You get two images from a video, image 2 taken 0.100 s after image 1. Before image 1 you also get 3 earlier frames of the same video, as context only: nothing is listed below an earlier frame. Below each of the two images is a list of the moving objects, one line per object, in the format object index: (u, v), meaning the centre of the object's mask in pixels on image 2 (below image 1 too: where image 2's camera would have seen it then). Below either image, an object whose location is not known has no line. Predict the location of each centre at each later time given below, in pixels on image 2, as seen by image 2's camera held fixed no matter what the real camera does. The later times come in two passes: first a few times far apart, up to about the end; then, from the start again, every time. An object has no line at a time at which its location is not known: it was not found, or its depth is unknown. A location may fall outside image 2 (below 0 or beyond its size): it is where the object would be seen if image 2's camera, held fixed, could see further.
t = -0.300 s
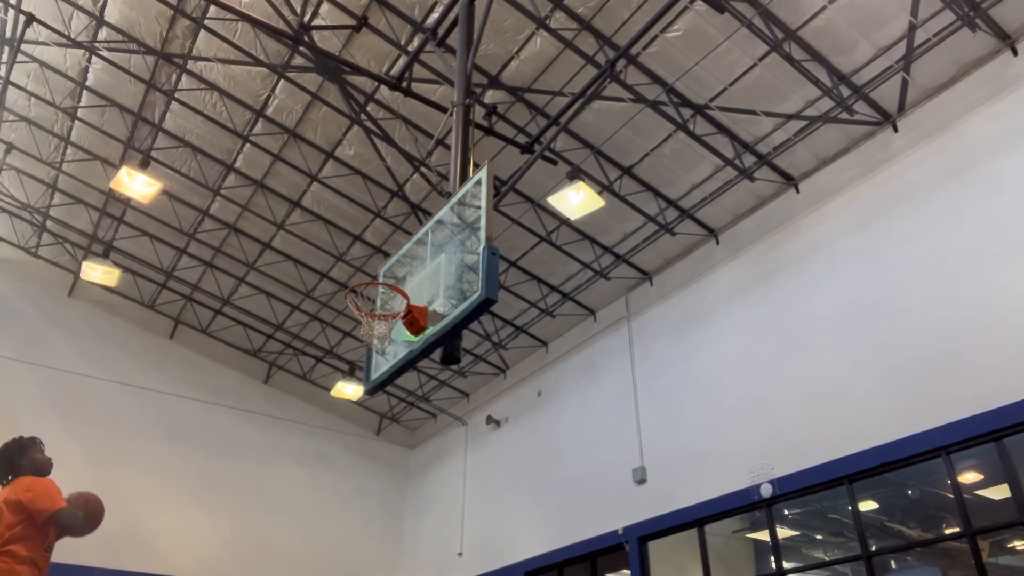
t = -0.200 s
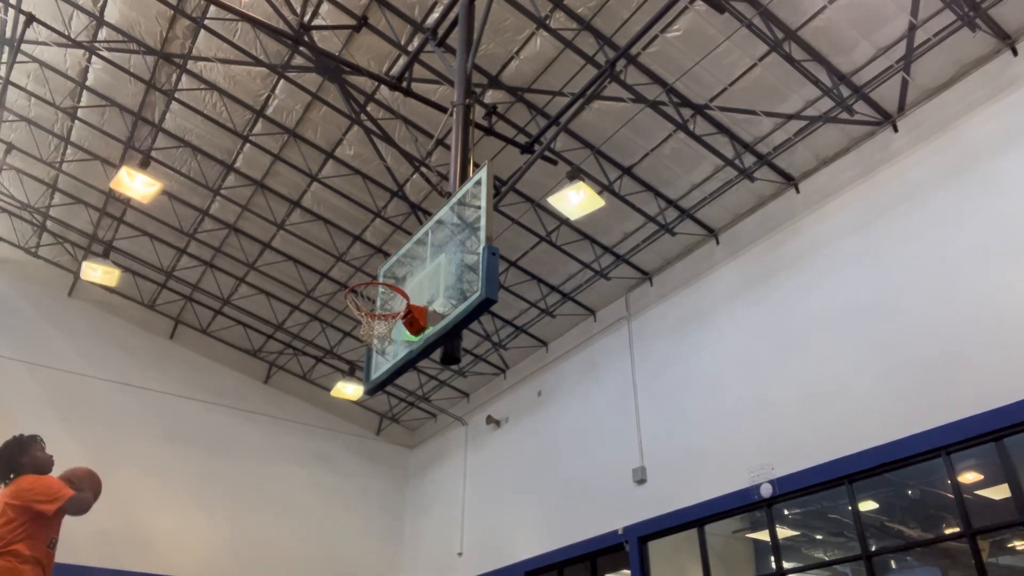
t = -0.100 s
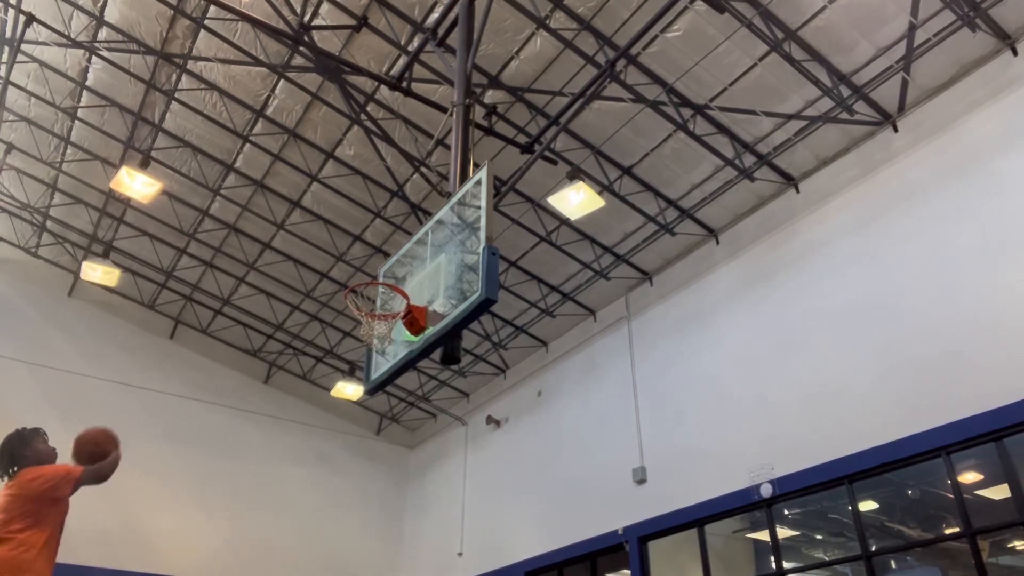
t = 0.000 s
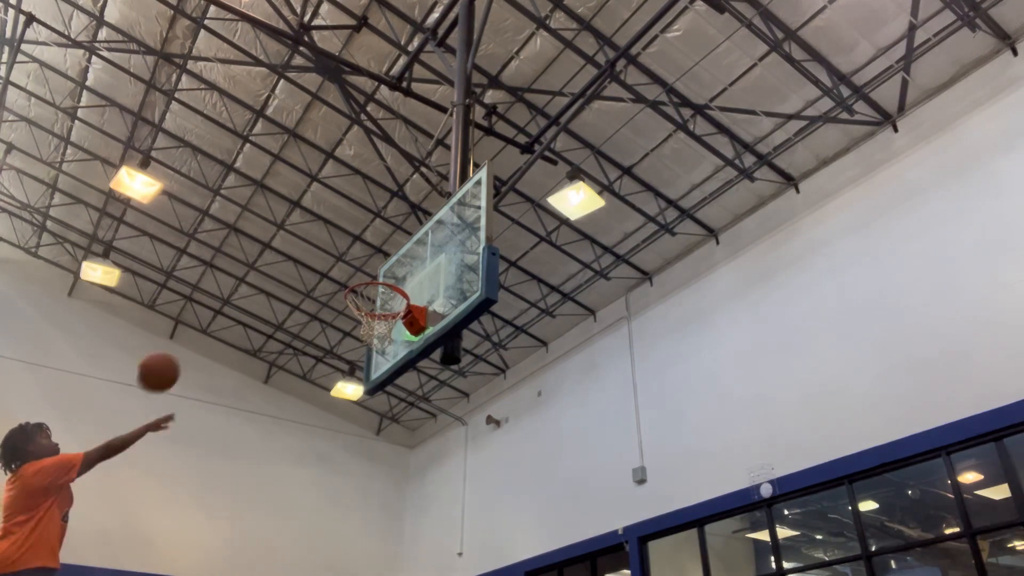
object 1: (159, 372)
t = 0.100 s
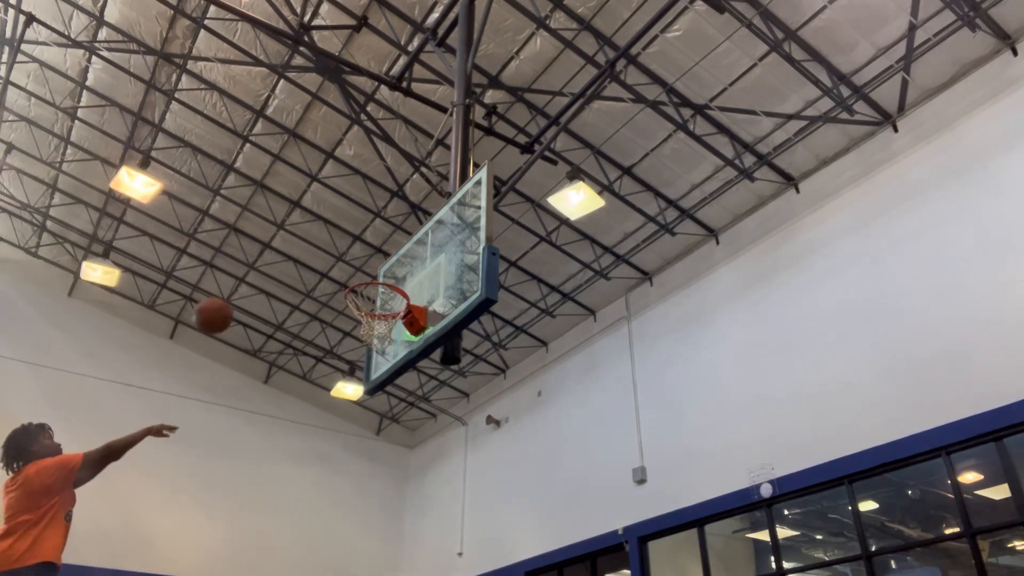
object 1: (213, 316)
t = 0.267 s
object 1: (283, 263)
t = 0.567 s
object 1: (372, 255)
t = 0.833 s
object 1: (396, 276)
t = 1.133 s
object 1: (329, 267)
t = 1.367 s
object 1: (257, 303)
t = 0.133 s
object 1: (229, 302)
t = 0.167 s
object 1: (243, 290)
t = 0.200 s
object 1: (257, 278)
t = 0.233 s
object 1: (271, 270)
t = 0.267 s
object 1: (283, 263)
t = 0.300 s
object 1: (294, 257)
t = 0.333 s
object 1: (306, 253)
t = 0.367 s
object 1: (316, 250)
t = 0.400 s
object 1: (327, 248)
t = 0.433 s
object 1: (336, 247)
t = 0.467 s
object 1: (346, 248)
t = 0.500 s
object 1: (354, 249)
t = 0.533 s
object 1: (363, 252)
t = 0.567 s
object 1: (372, 255)
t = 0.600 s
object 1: (380, 260)
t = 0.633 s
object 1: (388, 266)
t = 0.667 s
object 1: (396, 273)
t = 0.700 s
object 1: (405, 279)
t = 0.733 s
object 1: (412, 289)
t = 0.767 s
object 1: (408, 291)
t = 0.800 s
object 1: (402, 284)
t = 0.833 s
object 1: (396, 276)
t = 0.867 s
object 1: (390, 273)
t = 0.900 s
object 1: (383, 270)
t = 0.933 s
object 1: (376, 268)
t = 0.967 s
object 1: (369, 267)
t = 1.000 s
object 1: (362, 267)
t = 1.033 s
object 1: (354, 270)
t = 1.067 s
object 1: (346, 269)
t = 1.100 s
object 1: (338, 268)
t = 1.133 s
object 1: (329, 267)
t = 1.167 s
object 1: (321, 268)
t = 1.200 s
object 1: (312, 271)
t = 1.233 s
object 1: (302, 274)
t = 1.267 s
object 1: (291, 279)
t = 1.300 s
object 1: (281, 286)
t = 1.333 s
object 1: (270, 294)
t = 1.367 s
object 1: (257, 303)
